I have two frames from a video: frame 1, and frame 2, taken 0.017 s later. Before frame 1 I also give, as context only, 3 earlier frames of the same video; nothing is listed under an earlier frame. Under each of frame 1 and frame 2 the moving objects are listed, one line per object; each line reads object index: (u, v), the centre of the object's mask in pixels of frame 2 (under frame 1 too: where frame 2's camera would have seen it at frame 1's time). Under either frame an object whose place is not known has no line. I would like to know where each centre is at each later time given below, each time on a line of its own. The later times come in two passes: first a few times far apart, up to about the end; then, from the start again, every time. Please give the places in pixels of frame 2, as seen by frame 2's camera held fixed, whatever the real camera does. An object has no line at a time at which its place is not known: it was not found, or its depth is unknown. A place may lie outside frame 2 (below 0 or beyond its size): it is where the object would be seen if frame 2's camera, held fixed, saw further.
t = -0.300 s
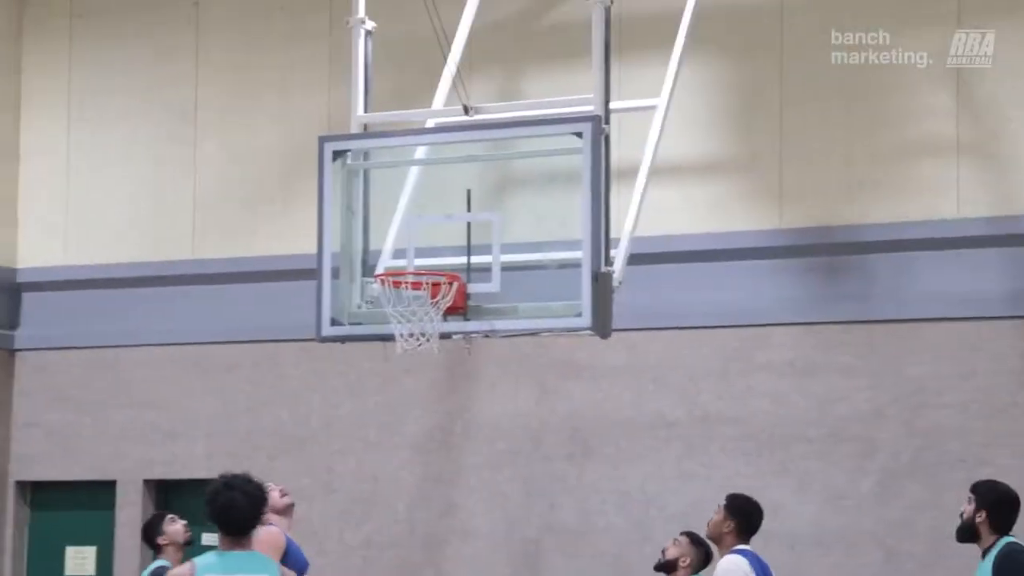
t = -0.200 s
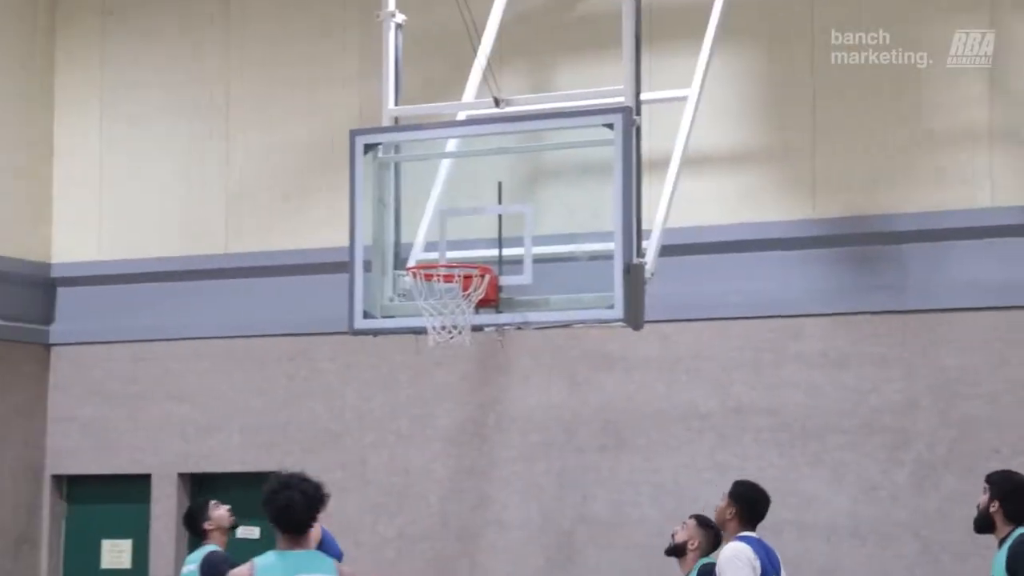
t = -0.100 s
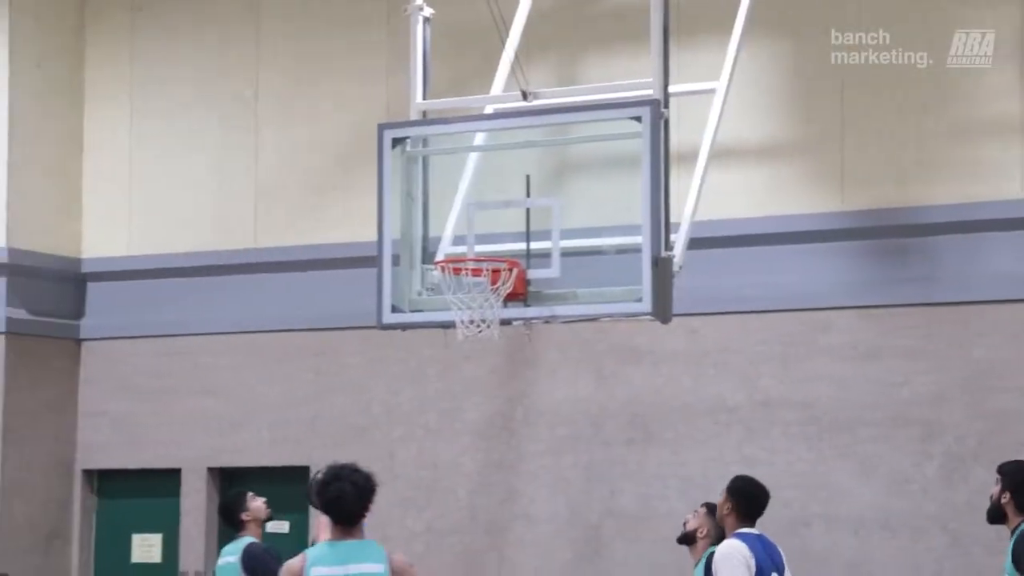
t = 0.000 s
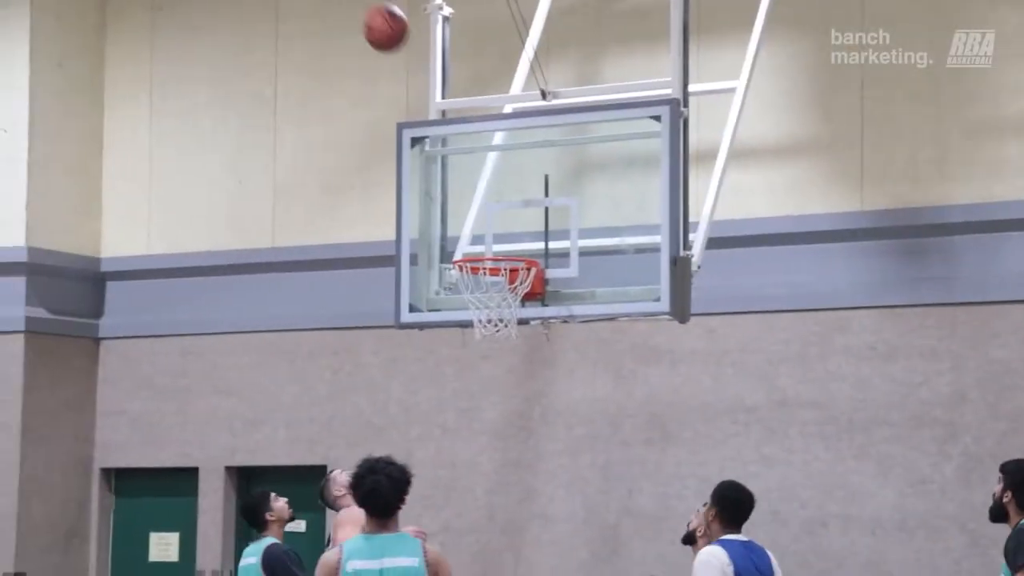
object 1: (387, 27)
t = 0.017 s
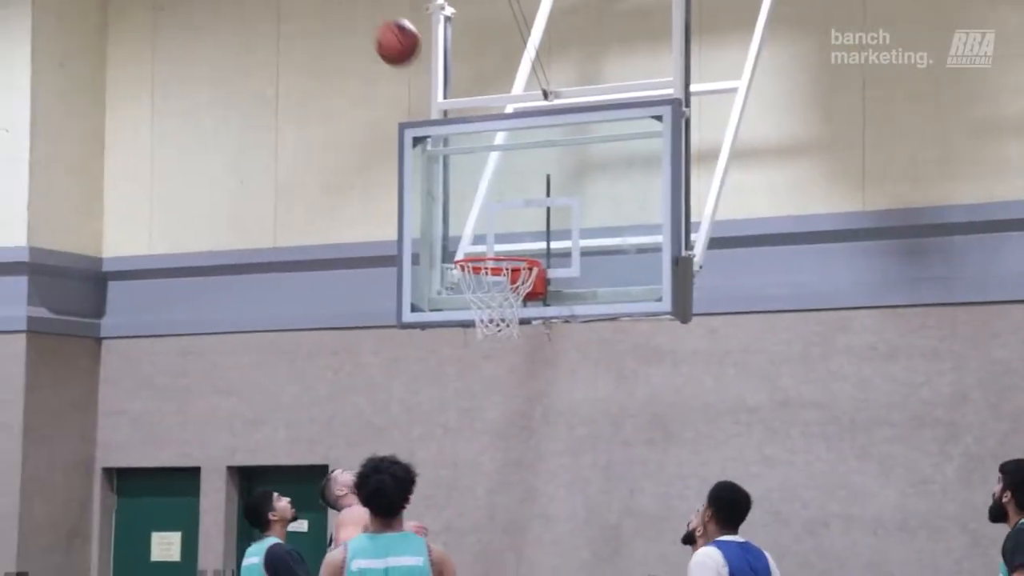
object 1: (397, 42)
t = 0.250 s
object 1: (513, 254)
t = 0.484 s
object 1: (469, 297)
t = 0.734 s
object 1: (521, 354)
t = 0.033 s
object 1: (407, 56)
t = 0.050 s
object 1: (416, 72)
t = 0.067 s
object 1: (426, 88)
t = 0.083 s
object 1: (436, 104)
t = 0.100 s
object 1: (445, 121)
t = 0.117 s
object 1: (454, 136)
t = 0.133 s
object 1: (464, 153)
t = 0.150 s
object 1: (473, 170)
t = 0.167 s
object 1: (482, 187)
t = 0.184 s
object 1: (492, 205)
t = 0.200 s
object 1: (501, 223)
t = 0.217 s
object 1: (509, 240)
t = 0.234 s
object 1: (514, 247)
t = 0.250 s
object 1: (513, 254)
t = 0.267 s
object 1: (510, 267)
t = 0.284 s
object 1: (506, 273)
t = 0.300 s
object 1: (501, 275)
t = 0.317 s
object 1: (496, 278)
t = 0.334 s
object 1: (482, 280)
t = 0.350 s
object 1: (472, 282)
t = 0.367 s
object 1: (468, 284)
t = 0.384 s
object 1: (467, 286)
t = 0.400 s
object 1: (466, 290)
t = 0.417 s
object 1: (466, 292)
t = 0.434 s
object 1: (466, 293)
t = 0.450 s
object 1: (467, 295)
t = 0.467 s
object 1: (468, 296)
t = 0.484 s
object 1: (469, 297)
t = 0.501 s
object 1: (472, 299)
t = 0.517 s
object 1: (475, 301)
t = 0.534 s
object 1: (478, 303)
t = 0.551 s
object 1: (482, 303)
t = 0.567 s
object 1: (486, 307)
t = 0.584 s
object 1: (489, 310)
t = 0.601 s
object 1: (493, 317)
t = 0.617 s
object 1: (496, 319)
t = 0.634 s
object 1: (500, 322)
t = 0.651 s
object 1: (503, 325)
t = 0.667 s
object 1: (507, 329)
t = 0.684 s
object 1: (510, 333)
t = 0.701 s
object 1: (514, 339)
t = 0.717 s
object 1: (517, 345)
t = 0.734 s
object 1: (521, 354)
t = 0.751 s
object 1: (524, 361)
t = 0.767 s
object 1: (528, 369)
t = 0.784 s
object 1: (531, 378)
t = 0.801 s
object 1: (534, 387)
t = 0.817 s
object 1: (538, 397)
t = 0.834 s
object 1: (541, 408)
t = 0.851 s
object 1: (545, 418)
